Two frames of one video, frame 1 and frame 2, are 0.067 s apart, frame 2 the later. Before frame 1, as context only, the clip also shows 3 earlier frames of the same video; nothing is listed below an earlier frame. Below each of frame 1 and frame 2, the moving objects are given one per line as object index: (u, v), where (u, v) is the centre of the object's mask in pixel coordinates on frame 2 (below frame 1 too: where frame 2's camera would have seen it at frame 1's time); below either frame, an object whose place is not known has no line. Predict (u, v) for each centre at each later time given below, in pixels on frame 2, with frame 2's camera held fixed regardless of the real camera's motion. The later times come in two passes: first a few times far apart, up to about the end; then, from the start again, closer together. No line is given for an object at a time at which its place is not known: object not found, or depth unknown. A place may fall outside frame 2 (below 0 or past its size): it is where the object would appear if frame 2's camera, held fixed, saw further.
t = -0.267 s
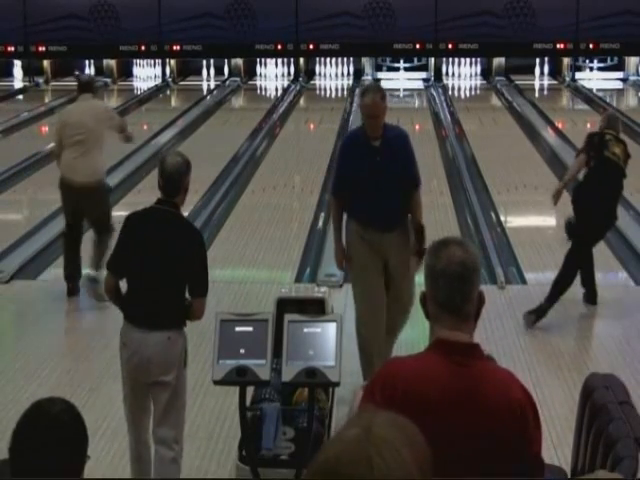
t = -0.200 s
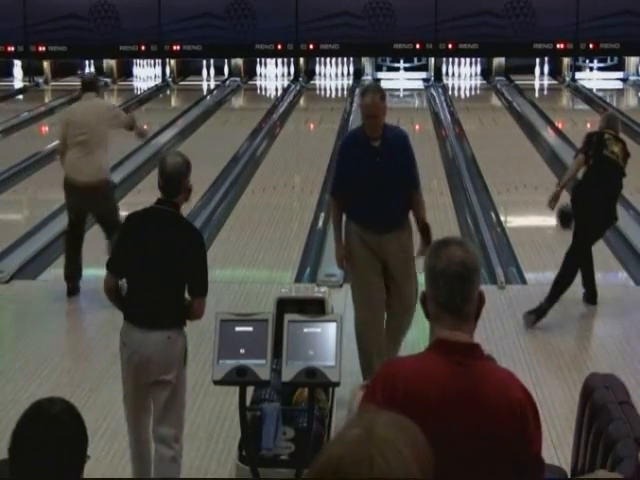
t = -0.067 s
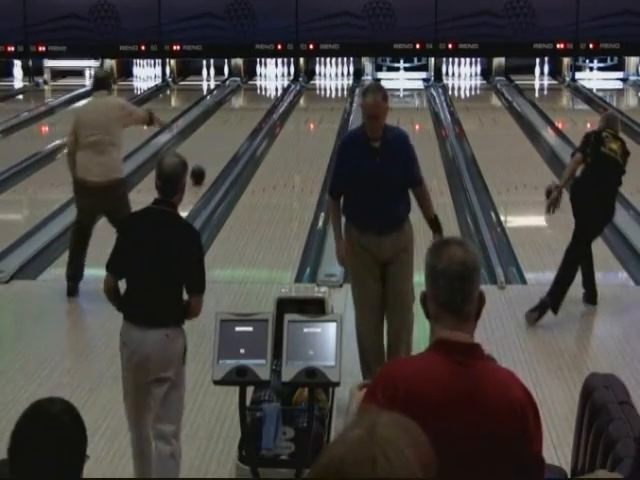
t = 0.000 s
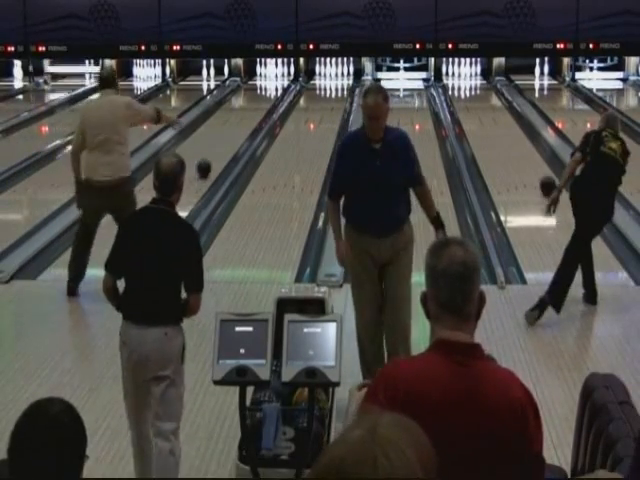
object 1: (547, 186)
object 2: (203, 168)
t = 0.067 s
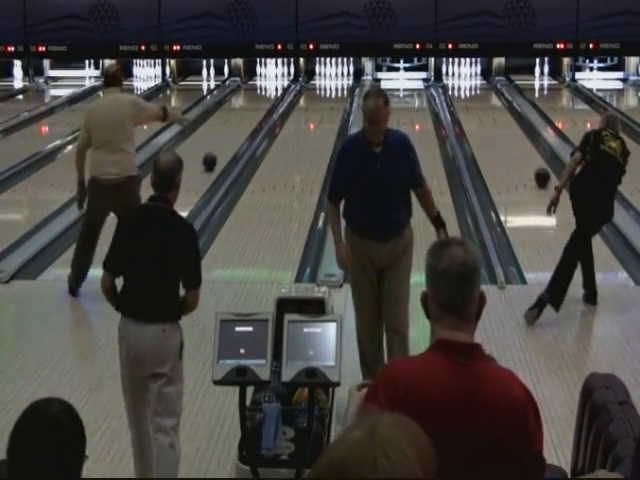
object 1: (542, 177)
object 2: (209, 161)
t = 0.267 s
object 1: (528, 156)
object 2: (224, 145)
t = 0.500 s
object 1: (514, 135)
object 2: (239, 129)
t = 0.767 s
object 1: (502, 116)
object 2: (253, 113)
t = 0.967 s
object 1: (494, 105)
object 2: (261, 103)
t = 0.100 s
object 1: (539, 173)
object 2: (212, 159)
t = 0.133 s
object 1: (537, 170)
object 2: (214, 156)
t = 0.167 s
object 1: (535, 166)
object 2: (217, 153)
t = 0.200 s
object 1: (532, 163)
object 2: (219, 150)
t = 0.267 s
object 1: (528, 156)
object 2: (224, 145)
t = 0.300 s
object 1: (526, 153)
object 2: (227, 142)
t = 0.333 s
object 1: (524, 150)
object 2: (229, 140)
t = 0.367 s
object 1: (522, 146)
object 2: (231, 137)
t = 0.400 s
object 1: (520, 143)
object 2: (233, 135)
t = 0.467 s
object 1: (516, 137)
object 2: (237, 131)
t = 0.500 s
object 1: (514, 135)
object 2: (239, 129)
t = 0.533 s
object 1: (513, 133)
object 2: (241, 127)
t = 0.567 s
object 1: (511, 130)
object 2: (243, 124)
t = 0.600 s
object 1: (510, 128)
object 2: (244, 122)
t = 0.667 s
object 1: (507, 122)
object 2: (248, 119)
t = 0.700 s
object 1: (505, 120)
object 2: (250, 117)
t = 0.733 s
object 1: (503, 119)
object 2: (251, 115)
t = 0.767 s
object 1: (502, 116)
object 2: (253, 113)
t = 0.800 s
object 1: (501, 114)
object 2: (254, 111)
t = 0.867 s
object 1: (498, 110)
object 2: (257, 108)
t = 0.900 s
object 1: (497, 108)
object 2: (258, 107)
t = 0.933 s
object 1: (495, 106)
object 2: (260, 105)
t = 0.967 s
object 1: (494, 105)
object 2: (261, 103)
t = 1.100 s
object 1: (489, 99)
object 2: (266, 97)
